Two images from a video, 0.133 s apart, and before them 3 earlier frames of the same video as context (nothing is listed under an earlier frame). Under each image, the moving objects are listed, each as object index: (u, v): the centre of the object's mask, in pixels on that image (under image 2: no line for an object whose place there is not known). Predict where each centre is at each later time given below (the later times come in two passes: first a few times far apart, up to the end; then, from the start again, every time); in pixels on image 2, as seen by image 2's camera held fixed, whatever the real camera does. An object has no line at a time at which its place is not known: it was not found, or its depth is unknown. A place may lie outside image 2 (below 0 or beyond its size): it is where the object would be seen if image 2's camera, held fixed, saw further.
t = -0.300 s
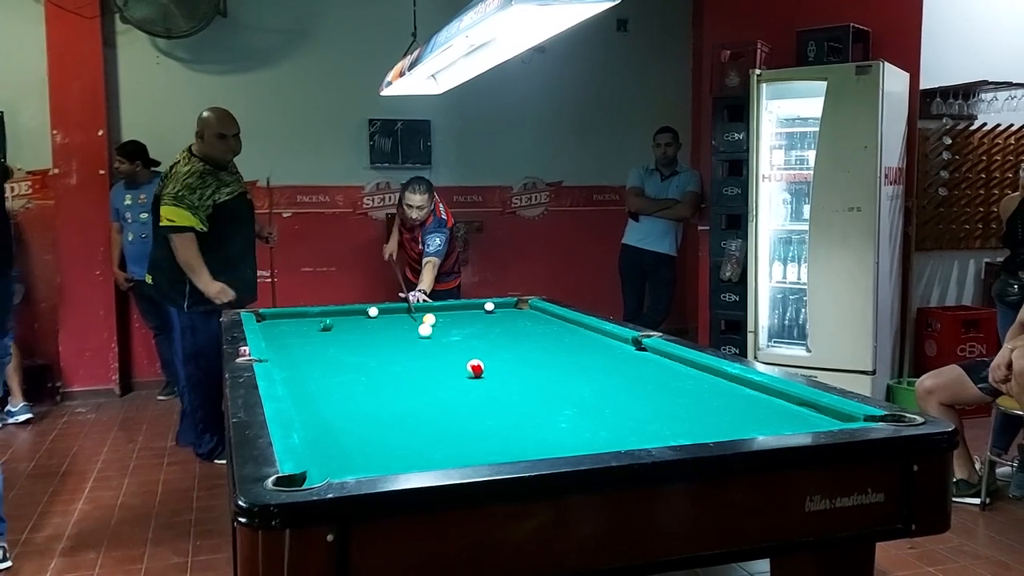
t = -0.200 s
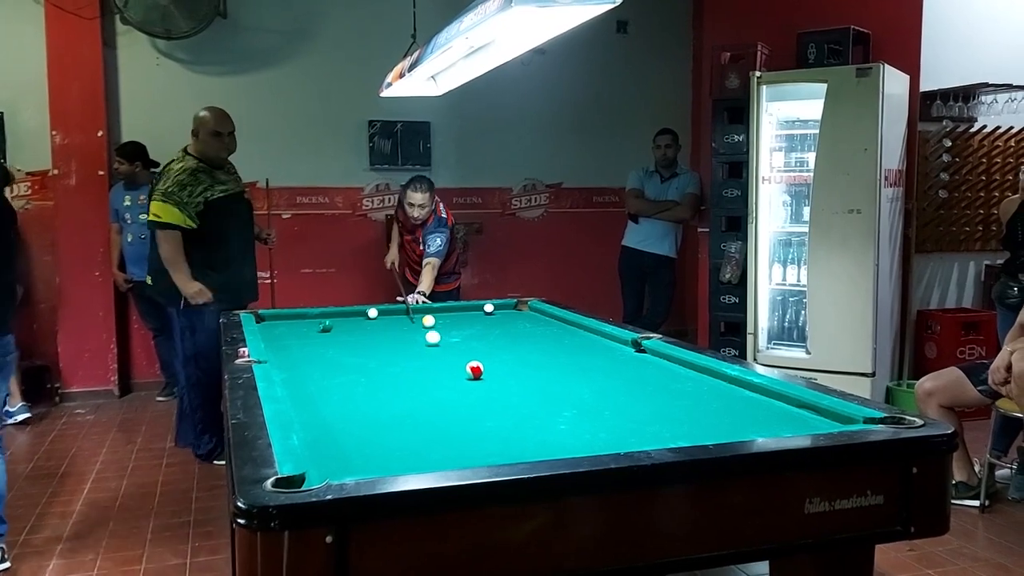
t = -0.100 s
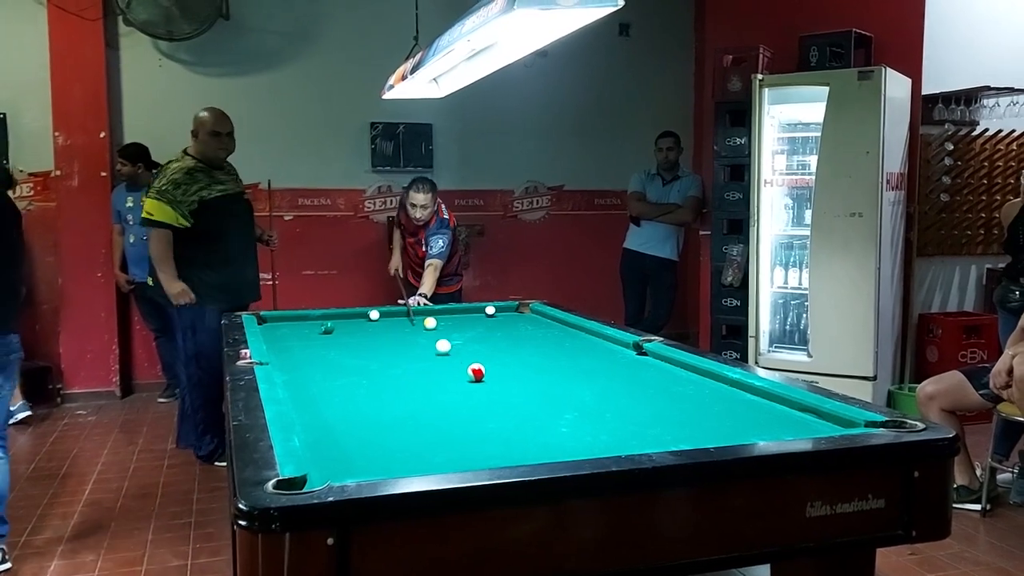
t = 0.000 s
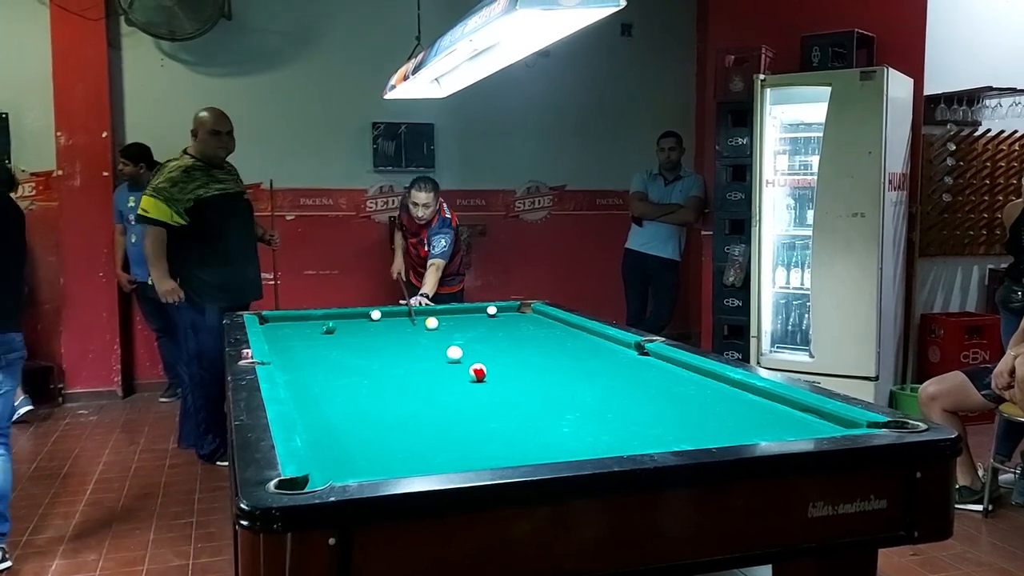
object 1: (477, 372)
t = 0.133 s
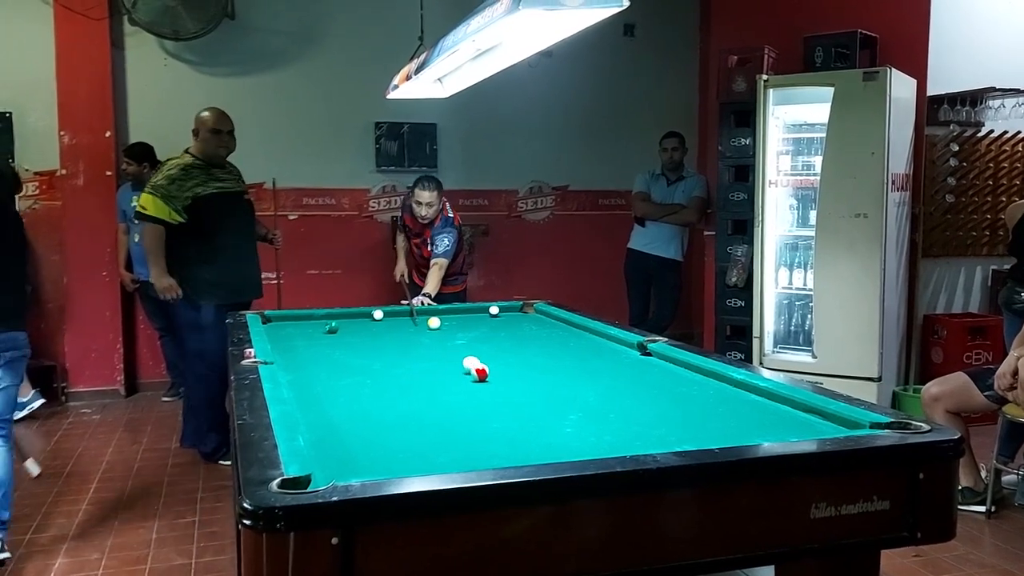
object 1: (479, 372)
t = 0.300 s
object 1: (486, 383)
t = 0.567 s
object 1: (500, 404)
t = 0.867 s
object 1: (518, 432)
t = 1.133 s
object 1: (538, 453)
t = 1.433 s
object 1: (507, 444)
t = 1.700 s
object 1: (483, 430)
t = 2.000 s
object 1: (460, 417)
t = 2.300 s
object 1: (445, 406)
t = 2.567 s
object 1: (432, 398)
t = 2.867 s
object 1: (422, 390)
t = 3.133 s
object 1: (414, 385)
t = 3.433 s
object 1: (408, 380)
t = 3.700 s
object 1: (405, 376)
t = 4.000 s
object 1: (404, 373)
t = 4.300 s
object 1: (405, 370)
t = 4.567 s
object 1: (405, 369)
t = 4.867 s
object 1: (405, 369)
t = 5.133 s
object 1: (406, 368)
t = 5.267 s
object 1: (406, 368)
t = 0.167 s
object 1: (479, 372)
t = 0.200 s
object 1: (480, 373)
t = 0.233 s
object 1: (482, 377)
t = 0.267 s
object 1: (484, 380)
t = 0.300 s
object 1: (486, 383)
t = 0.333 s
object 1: (488, 385)
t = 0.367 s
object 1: (490, 388)
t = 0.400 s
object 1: (491, 390)
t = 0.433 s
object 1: (493, 393)
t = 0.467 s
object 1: (495, 395)
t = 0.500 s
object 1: (496, 398)
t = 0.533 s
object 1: (498, 401)
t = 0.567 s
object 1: (500, 404)
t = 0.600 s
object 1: (502, 407)
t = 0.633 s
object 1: (503, 409)
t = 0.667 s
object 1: (505, 412)
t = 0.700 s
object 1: (508, 415)
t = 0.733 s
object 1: (509, 419)
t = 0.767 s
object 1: (511, 421)
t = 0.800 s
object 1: (514, 424)
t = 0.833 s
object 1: (516, 428)
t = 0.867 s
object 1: (518, 432)
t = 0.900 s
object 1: (520, 435)
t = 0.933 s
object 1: (523, 439)
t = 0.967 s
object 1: (525, 442)
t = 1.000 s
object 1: (527, 445)
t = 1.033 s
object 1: (530, 447)
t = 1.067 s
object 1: (533, 449)
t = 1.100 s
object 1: (536, 451)
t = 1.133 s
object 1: (538, 453)
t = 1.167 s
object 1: (536, 453)
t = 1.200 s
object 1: (532, 452)
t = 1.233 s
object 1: (528, 451)
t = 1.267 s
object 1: (525, 450)
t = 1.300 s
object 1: (521, 449)
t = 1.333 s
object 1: (517, 448)
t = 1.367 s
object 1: (514, 447)
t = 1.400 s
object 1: (510, 446)
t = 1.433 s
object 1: (507, 444)
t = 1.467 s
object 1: (503, 442)
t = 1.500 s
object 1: (500, 441)
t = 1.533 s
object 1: (497, 438)
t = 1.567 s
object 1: (494, 437)
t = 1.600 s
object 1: (491, 435)
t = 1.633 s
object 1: (488, 433)
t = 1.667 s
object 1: (485, 431)
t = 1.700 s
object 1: (483, 430)
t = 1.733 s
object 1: (480, 428)
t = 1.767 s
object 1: (477, 427)
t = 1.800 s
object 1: (475, 425)
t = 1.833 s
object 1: (472, 423)
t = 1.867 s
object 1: (470, 422)
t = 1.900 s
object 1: (467, 421)
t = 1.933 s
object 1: (465, 419)
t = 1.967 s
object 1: (463, 418)
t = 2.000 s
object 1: (460, 417)
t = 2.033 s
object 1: (458, 415)
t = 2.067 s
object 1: (456, 414)
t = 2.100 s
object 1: (455, 413)
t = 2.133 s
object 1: (453, 411)
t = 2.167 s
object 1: (451, 410)
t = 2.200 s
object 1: (449, 409)
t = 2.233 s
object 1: (448, 408)
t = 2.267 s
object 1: (446, 407)
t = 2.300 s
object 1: (445, 406)
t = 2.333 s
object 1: (443, 405)
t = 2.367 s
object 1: (442, 403)
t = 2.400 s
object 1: (440, 403)
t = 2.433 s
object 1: (438, 401)
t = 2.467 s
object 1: (437, 401)
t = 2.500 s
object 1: (436, 400)
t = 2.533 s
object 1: (434, 399)
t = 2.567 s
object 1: (432, 398)
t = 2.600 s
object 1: (431, 397)
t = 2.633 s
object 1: (430, 396)
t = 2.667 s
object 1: (429, 395)
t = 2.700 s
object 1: (427, 394)
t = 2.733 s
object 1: (426, 393)
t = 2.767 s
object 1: (425, 393)
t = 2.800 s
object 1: (424, 392)
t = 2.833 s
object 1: (423, 391)
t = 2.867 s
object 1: (422, 390)
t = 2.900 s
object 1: (421, 390)
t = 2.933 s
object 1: (420, 389)
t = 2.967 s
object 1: (419, 388)
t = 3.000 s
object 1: (417, 388)
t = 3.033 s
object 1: (416, 387)
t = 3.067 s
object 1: (415, 386)
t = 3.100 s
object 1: (414, 386)
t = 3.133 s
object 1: (414, 385)
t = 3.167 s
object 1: (413, 384)
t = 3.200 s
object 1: (412, 384)
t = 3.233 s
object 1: (411, 383)
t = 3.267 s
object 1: (411, 382)
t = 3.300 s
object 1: (409, 381)
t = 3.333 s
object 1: (409, 381)
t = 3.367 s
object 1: (409, 381)
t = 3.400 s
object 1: (408, 381)
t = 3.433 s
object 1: (408, 380)
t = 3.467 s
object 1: (408, 380)
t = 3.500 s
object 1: (407, 379)
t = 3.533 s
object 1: (407, 379)
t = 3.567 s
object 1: (406, 378)
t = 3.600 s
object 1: (406, 378)
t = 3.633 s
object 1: (405, 377)
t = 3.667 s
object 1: (405, 376)
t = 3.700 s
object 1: (405, 376)
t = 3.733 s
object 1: (405, 376)
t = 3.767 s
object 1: (404, 376)
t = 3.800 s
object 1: (404, 376)
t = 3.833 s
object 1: (404, 375)
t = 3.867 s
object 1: (404, 375)
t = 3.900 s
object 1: (404, 374)
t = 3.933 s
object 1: (404, 374)
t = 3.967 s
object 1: (404, 374)
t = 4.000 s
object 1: (404, 373)
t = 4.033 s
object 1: (404, 373)
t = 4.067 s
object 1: (404, 373)
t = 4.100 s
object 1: (404, 372)
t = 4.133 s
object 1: (404, 372)
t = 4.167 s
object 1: (404, 371)
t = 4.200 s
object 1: (404, 371)
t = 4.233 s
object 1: (404, 371)
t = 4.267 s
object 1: (405, 371)
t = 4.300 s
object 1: (405, 370)
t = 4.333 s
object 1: (405, 370)
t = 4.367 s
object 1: (405, 370)
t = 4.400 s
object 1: (404, 370)
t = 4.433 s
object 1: (405, 370)
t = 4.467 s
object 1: (405, 370)
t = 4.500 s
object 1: (405, 369)
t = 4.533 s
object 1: (404, 369)
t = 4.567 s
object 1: (405, 369)
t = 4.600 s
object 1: (405, 369)
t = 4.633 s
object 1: (405, 369)
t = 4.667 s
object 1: (405, 369)
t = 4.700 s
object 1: (405, 369)
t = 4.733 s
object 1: (405, 369)
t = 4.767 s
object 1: (405, 369)
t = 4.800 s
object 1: (405, 369)
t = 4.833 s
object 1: (405, 369)
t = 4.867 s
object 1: (405, 369)
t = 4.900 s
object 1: (405, 369)
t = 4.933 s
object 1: (405, 369)
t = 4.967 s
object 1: (405, 368)
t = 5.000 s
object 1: (405, 368)
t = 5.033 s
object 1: (406, 368)
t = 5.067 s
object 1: (406, 368)
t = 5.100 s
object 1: (406, 368)
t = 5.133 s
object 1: (406, 368)
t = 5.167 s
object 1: (406, 368)
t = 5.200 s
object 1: (406, 368)
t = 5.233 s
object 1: (405, 368)
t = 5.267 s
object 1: (406, 368)
